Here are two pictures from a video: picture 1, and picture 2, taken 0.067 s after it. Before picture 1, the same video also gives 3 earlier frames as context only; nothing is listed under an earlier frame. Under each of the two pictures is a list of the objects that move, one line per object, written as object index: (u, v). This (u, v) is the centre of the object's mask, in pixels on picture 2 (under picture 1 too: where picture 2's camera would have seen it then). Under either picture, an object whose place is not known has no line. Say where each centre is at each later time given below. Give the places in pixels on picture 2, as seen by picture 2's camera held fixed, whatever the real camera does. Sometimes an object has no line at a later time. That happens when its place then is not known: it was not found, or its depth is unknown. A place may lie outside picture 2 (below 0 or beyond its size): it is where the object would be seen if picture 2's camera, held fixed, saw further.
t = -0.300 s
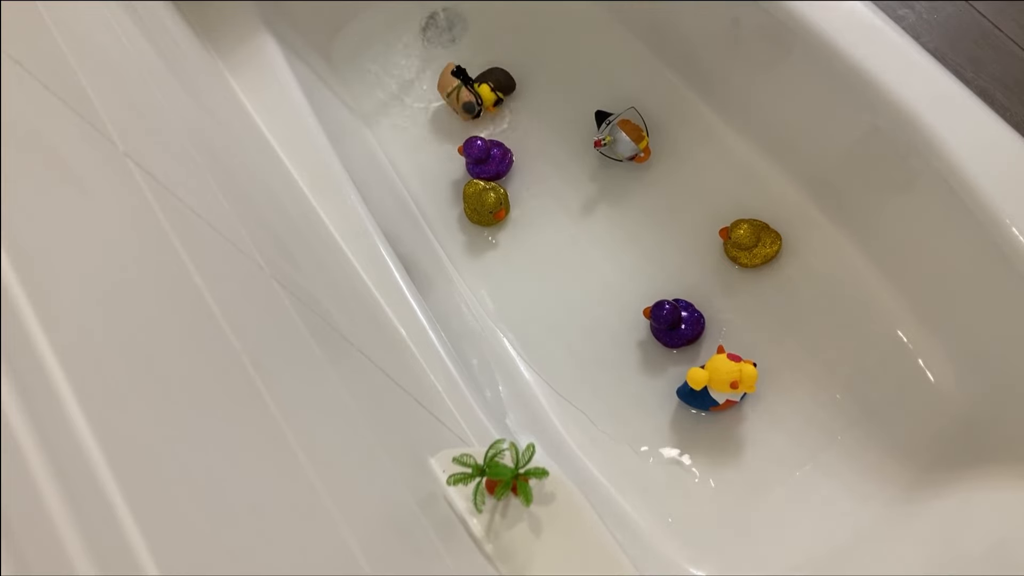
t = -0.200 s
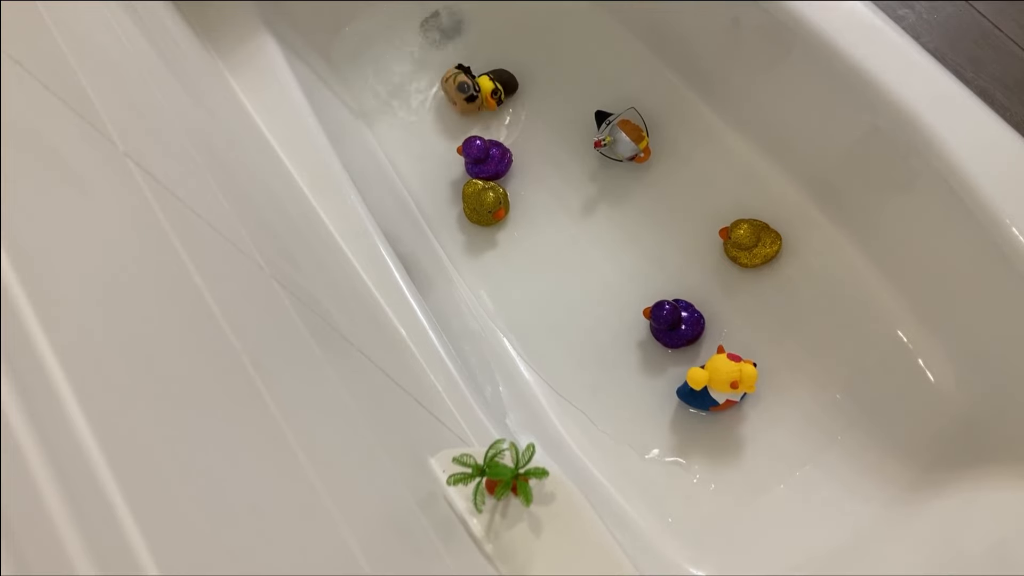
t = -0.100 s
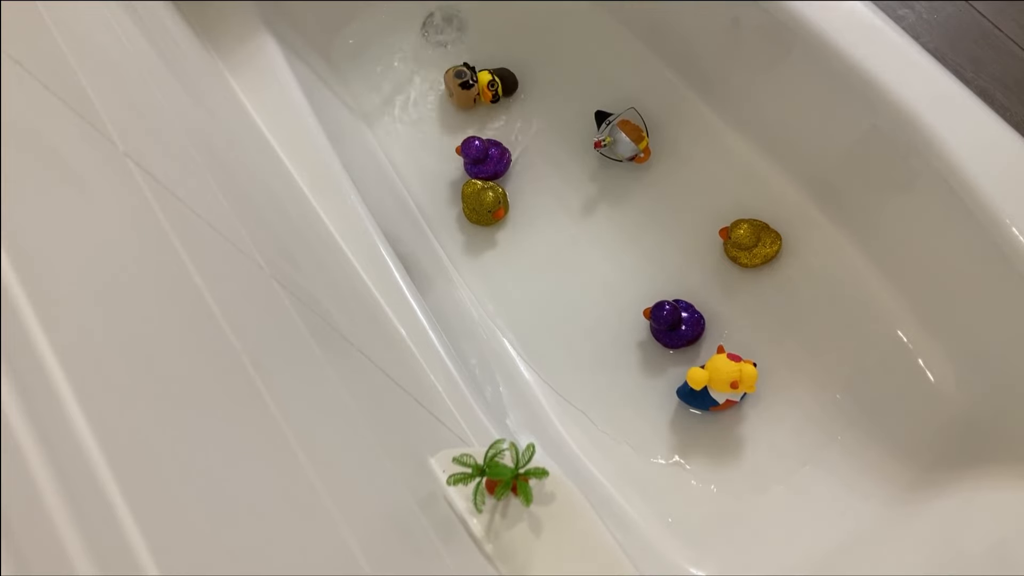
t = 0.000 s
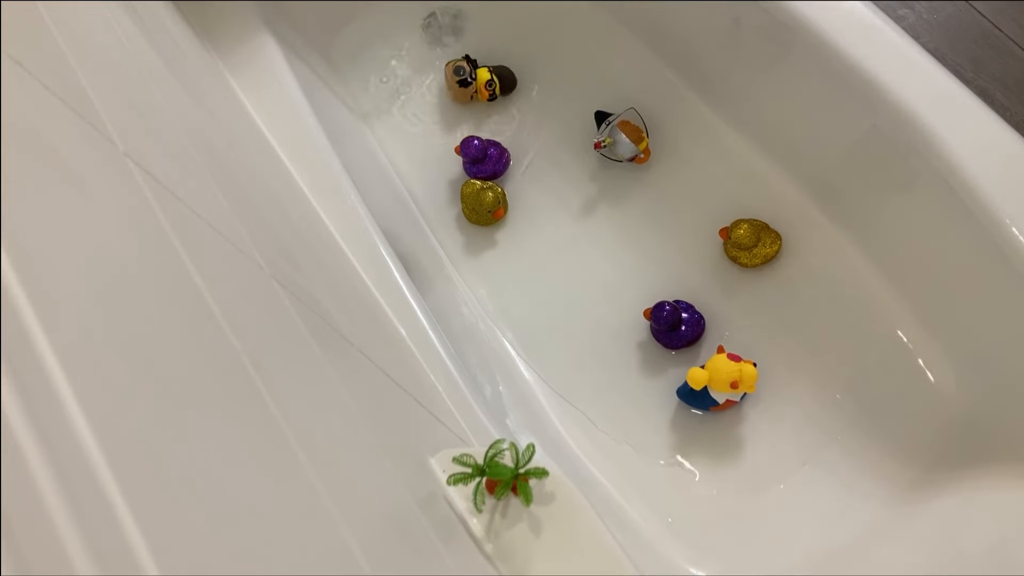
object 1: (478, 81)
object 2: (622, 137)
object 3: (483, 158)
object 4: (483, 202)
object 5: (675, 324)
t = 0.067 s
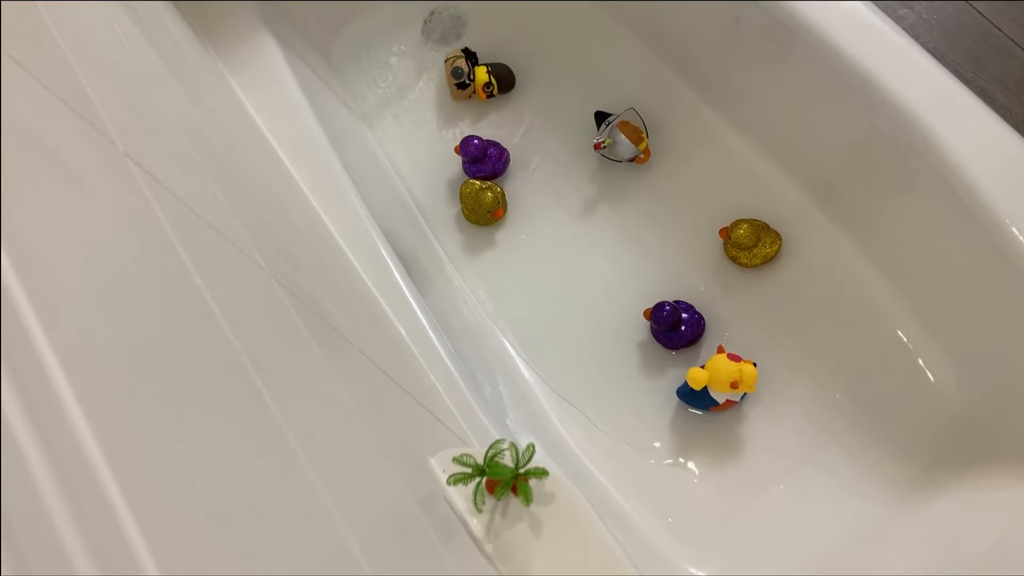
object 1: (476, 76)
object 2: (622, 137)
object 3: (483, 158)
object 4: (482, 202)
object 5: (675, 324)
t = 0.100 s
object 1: (476, 74)
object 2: (622, 137)
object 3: (482, 158)
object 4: (482, 202)
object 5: (675, 324)
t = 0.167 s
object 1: (474, 70)
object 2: (621, 137)
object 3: (482, 158)
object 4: (482, 202)
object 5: (675, 324)
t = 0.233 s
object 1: (473, 68)
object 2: (621, 137)
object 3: (481, 158)
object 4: (481, 202)
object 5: (675, 324)
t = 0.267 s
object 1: (474, 68)
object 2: (620, 138)
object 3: (481, 158)
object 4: (481, 202)
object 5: (675, 324)
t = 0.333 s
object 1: (475, 67)
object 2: (620, 138)
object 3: (481, 158)
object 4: (480, 202)
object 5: (675, 324)
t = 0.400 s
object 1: (475, 66)
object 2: (619, 139)
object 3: (480, 158)
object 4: (480, 202)
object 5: (675, 325)
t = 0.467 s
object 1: (476, 64)
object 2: (618, 140)
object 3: (480, 158)
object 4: (480, 202)
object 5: (674, 325)
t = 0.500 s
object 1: (476, 63)
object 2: (617, 141)
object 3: (480, 158)
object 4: (480, 202)
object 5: (675, 325)
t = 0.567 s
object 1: (475, 61)
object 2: (615, 144)
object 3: (479, 158)
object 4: (480, 202)
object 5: (675, 325)
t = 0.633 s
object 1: (475, 59)
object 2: (612, 148)
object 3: (479, 158)
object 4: (479, 202)
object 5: (675, 326)
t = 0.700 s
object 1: (476, 58)
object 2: (608, 155)
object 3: (478, 158)
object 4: (479, 202)
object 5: (675, 326)
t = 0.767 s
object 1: (477, 58)
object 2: (605, 162)
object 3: (477, 159)
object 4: (478, 202)
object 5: (674, 326)
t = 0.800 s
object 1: (478, 58)
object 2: (604, 164)
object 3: (476, 159)
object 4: (477, 202)
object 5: (674, 326)
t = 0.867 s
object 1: (479, 57)
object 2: (603, 168)
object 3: (475, 159)
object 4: (477, 203)
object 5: (674, 326)
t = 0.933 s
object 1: (479, 55)
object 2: (603, 169)
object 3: (475, 160)
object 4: (476, 203)
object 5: (674, 326)
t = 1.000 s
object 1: (480, 54)
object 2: (604, 168)
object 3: (474, 160)
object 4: (475, 204)
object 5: (674, 326)
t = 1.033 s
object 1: (480, 52)
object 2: (605, 168)
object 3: (474, 160)
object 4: (475, 204)
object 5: (674, 326)
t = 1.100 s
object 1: (481, 51)
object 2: (605, 167)
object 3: (473, 160)
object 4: (474, 204)
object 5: (674, 327)
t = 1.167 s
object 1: (482, 50)
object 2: (604, 167)
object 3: (473, 160)
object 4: (474, 205)
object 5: (674, 327)
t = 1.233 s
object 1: (482, 49)
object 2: (604, 166)
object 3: (472, 160)
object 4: (474, 205)
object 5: (674, 328)
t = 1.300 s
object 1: (483, 48)
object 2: (604, 167)
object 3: (472, 160)
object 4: (475, 205)
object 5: (675, 329)
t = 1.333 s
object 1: (483, 48)
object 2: (604, 167)
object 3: (472, 160)
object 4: (475, 204)
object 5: (675, 329)
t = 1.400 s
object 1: (484, 46)
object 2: (604, 166)
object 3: (471, 159)
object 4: (476, 204)
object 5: (675, 330)
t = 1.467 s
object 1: (484, 45)
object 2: (604, 166)
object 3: (469, 160)
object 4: (476, 203)
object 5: (675, 330)
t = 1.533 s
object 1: (484, 44)
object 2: (604, 166)
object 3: (468, 160)
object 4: (475, 203)
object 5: (675, 330)
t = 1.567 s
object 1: (484, 44)
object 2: (604, 167)
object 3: (468, 160)
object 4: (475, 203)
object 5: (675, 330)
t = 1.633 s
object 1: (485, 43)
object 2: (604, 166)
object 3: (467, 159)
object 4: (474, 203)
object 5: (674, 330)
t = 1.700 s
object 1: (485, 42)
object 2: (604, 167)
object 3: (466, 159)
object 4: (472, 203)
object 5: (675, 330)
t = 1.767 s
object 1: (486, 41)
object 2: (604, 167)
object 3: (465, 159)
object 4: (472, 204)
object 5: (675, 330)
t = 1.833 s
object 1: (487, 40)
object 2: (604, 167)
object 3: (464, 159)
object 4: (471, 204)
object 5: (676, 331)
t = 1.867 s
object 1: (487, 39)
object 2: (604, 167)
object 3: (463, 159)
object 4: (471, 204)
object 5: (676, 331)
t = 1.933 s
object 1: (487, 38)
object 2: (604, 166)
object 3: (462, 159)
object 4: (470, 204)
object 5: (676, 332)
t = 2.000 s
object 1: (487, 38)
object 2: (604, 167)
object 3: (461, 158)
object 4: (470, 204)
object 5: (677, 333)
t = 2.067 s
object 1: (487, 37)
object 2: (604, 167)
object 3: (459, 158)
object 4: (469, 204)
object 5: (678, 335)
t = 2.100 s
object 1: (487, 37)
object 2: (604, 167)
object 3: (459, 158)
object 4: (469, 204)
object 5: (678, 335)
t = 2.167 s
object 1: (487, 36)
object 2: (604, 167)
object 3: (458, 158)
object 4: (468, 204)
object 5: (679, 336)
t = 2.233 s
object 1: (488, 35)
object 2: (604, 167)
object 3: (457, 158)
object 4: (466, 204)
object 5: (679, 337)
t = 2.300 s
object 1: (489, 34)
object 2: (604, 167)
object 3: (456, 158)
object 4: (465, 204)
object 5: (680, 338)
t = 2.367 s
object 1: (488, 33)
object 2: (604, 167)
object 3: (454, 158)
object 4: (465, 204)
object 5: (679, 338)
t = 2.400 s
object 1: (488, 33)
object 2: (604, 167)
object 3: (454, 158)
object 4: (464, 204)
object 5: (679, 338)
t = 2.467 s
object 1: (489, 33)
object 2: (605, 167)
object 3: (453, 157)
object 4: (464, 204)
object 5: (679, 338)
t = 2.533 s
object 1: (489, 32)
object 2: (605, 167)
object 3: (452, 157)
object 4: (464, 205)
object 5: (678, 338)
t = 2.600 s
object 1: (488, 31)
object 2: (605, 167)
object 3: (451, 157)
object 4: (464, 205)
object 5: (678, 338)
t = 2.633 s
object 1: (488, 31)
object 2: (605, 167)
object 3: (451, 157)
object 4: (463, 205)
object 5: (678, 339)
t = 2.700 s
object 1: (488, 30)
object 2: (604, 167)
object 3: (450, 156)
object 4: (463, 204)
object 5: (678, 339)
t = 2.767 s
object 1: (488, 30)
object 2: (604, 167)
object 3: (449, 156)
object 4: (462, 204)
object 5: (679, 339)
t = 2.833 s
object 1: (488, 29)
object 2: (603, 167)
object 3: (448, 155)
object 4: (461, 204)
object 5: (679, 340)
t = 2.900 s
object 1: (488, 28)
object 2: (604, 166)
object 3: (447, 155)
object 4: (460, 204)
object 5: (679, 340)
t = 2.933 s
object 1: (488, 27)
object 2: (604, 166)
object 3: (446, 155)
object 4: (460, 204)
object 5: (679, 341)
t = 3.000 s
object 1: (486, 27)
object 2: (604, 166)
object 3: (445, 155)
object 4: (459, 205)
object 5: (679, 341)
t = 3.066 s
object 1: (485, 26)
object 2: (604, 167)
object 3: (444, 155)
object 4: (459, 205)
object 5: (679, 341)
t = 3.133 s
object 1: (483, 25)
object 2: (604, 167)
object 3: (443, 155)
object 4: (458, 204)
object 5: (679, 341)
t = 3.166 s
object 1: (483, 24)
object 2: (604, 167)
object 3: (443, 154)
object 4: (458, 204)
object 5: (679, 341)
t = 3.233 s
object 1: (480, 24)
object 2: (604, 167)
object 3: (442, 154)
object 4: (457, 205)
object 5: (679, 341)
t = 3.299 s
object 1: (478, 24)
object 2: (604, 167)
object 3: (441, 154)
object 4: (457, 204)
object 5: (679, 341)
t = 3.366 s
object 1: (475, 24)
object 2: (604, 167)
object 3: (440, 154)
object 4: (456, 205)
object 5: (679, 342)
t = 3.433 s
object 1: (471, 24)
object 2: (604, 167)
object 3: (439, 153)
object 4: (455, 205)
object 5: (679, 342)
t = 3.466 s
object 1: (471, 25)
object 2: (604, 167)
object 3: (438, 153)
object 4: (454, 205)
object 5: (679, 342)
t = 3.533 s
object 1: (469, 25)
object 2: (604, 167)
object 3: (437, 152)
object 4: (454, 205)
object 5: (679, 342)
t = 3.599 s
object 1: (468, 25)
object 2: (604, 167)
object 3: (436, 152)
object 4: (453, 204)
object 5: (679, 343)
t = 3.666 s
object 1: (469, 25)
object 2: (604, 166)
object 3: (435, 151)
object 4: (452, 204)
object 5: (679, 343)
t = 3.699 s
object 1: (470, 25)
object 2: (603, 166)
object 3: (434, 151)
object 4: (452, 204)
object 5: (679, 343)
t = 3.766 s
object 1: (472, 24)
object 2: (604, 166)
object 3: (433, 150)
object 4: (452, 203)
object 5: (679, 343)
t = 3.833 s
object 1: (473, 22)
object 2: (604, 166)
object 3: (432, 150)
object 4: (451, 203)
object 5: (679, 343)
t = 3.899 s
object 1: (473, 22)
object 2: (604, 167)
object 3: (431, 150)
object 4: (450, 203)
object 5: (680, 344)
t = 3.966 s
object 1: (473, 21)
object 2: (604, 167)
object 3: (430, 150)
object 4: (449, 203)
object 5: (680, 344)
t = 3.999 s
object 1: (473, 20)
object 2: (604, 167)
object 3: (429, 149)
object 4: (448, 203)
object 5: (680, 344)
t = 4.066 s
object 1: (472, 21)
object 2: (604, 167)
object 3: (428, 149)
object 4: (447, 202)
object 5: (680, 344)
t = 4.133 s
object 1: (471, 21)
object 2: (604, 167)
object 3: (427, 149)
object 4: (447, 202)
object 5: (680, 345)
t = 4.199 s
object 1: (470, 20)
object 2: (604, 167)
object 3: (427, 149)
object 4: (445, 202)
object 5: (680, 345)
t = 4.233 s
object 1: (468, 19)
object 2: (604, 167)
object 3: (426, 149)
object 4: (445, 202)
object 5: (680, 345)
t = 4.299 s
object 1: (468, 21)
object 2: (604, 167)
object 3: (425, 149)
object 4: (444, 202)
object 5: (679, 345)
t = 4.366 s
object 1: (467, 20)
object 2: (604, 167)
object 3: (424, 149)
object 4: (443, 202)
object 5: (679, 346)
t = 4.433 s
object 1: (467, 21)
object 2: (604, 167)
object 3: (423, 149)
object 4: (443, 203)
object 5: (679, 346)
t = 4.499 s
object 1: (466, 21)
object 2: (604, 167)
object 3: (422, 148)
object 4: (442, 203)
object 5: (679, 346)
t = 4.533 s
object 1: (465, 21)
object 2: (604, 167)
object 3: (422, 148)
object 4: (442, 203)
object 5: (679, 346)
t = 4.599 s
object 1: (463, 22)
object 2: (603, 166)
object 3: (421, 147)
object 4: (441, 203)
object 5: (679, 346)
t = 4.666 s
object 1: (462, 22)
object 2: (603, 167)
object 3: (421, 147)
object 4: (441, 202)
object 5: (678, 346)
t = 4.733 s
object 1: (461, 22)
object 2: (604, 166)
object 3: (419, 146)
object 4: (440, 201)
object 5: (678, 346)
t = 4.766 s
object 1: (461, 23)
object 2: (604, 166)
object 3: (419, 145)
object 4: (440, 201)
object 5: (678, 346)
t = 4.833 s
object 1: (460, 23)
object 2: (604, 167)
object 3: (417, 145)
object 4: (439, 200)
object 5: (678, 347)
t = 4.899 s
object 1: (459, 24)
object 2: (604, 167)
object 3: (416, 144)
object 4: (438, 200)
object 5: (678, 347)
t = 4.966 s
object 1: (460, 27)
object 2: (604, 167)
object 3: (415, 143)
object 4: (437, 199)
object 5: (678, 347)
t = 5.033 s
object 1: (460, 30)
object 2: (604, 167)
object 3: (414, 143)
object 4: (436, 198)
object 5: (677, 347)
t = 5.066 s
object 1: (460, 31)
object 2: (604, 166)
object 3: (414, 143)
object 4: (435, 198)
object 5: (677, 347)
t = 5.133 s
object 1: (462, 34)
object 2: (604, 167)
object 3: (413, 143)
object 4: (434, 197)
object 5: (677, 347)
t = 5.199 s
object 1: (465, 36)
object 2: (603, 167)
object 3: (412, 142)
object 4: (433, 196)
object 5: (677, 347)
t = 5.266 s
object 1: (467, 39)
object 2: (604, 167)
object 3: (411, 142)
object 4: (432, 196)
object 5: (677, 347)
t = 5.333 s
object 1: (470, 39)
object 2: (604, 167)
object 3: (409, 141)
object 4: (432, 195)
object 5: (677, 347)
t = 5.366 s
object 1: (471, 39)
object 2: (604, 167)
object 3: (408, 141)
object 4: (432, 195)
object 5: (677, 347)
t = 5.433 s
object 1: (475, 39)
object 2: (604, 167)
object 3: (408, 142)
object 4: (432, 195)
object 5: (677, 347)
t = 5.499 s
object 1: (477, 39)
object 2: (604, 167)
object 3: (407, 141)
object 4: (432, 195)
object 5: (677, 347)
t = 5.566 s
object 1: (479, 38)
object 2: (603, 167)
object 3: (407, 140)
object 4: (432, 194)
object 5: (677, 347)
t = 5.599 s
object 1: (478, 38)
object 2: (603, 167)
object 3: (406, 140)
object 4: (432, 194)
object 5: (677, 347)
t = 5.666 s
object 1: (478, 39)
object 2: (604, 167)
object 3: (405, 140)
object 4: (432, 194)
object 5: (677, 347)
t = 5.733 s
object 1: (477, 39)
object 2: (604, 167)
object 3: (404, 140)
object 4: (432, 193)
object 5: (677, 347)
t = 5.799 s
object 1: (476, 40)
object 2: (603, 167)
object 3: (403, 140)
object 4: (432, 193)
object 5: (677, 347)
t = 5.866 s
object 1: (475, 41)
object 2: (603, 166)
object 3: (402, 140)
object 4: (432, 192)
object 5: (677, 347)
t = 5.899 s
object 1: (474, 41)
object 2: (603, 166)
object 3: (401, 139)
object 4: (432, 192)
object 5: (677, 347)
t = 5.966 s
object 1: (473, 42)
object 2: (603, 166)
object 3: (400, 139)
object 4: (432, 192)
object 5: (677, 347)
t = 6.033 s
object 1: (473, 43)
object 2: (604, 167)
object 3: (399, 138)
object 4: (432, 191)
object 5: (677, 347)
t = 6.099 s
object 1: (473, 43)
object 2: (604, 167)
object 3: (398, 138)
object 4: (432, 191)
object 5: (677, 347)
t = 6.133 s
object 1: (473, 43)
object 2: (604, 167)
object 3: (398, 137)
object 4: (432, 190)
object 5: (677, 347)
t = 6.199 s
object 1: (473, 44)
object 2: (604, 167)
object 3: (397, 137)
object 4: (432, 190)
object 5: (677, 348)
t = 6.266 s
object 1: (472, 43)
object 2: (604, 167)
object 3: (397, 136)
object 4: (431, 189)
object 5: (677, 348)
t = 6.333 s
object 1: (472, 43)
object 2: (604, 167)
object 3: (396, 136)
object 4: (431, 189)
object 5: (677, 348)
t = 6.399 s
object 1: (472, 44)
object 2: (604, 167)
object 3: (396, 135)
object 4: (430, 189)
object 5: (676, 348)
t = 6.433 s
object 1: (472, 44)
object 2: (604, 167)
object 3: (396, 135)
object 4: (430, 188)
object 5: (676, 348)
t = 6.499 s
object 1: (472, 45)
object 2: (603, 167)
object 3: (396, 134)
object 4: (430, 188)
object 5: (676, 348)
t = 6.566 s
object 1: (473, 45)
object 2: (603, 167)
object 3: (396, 133)
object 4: (430, 188)
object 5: (676, 348)
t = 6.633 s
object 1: (473, 45)
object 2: (603, 166)
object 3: (396, 133)
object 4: (430, 187)
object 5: (676, 348)
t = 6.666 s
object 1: (473, 45)
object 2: (603, 167)
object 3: (395, 132)
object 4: (430, 187)
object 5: (676, 348)
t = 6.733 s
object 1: (473, 46)
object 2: (603, 166)
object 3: (395, 132)
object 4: (430, 187)
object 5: (676, 349)
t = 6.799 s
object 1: (473, 46)
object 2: (603, 166)
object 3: (394, 131)
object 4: (430, 186)
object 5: (675, 349)
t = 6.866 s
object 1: (473, 46)
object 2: (603, 167)
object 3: (394, 130)
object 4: (430, 186)
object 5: (675, 349)
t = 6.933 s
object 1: (473, 46)
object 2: (603, 167)
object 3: (393, 129)
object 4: (430, 186)
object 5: (675, 349)
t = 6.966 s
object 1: (473, 45)
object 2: (603, 166)
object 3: (392, 128)
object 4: (430, 186)
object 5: (675, 349)
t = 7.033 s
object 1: (473, 45)
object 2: (603, 167)
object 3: (392, 128)
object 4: (430, 185)
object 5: (675, 349)
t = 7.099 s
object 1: (472, 46)
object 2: (603, 166)
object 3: (391, 127)
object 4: (430, 185)
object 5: (675, 349)
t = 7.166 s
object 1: (472, 46)
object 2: (603, 166)
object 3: (391, 126)
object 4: (430, 185)
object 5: (675, 349)
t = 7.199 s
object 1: (472, 45)
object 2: (603, 166)
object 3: (391, 125)
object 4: (430, 184)
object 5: (675, 349)
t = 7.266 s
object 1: (471, 46)
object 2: (603, 166)
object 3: (390, 124)
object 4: (430, 184)
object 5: (675, 349)
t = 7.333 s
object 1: (471, 46)
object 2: (603, 166)
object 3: (389, 123)
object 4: (430, 183)
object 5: (675, 349)
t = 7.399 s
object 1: (471, 46)
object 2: (603, 166)
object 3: (389, 122)
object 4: (429, 183)
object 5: (675, 349)
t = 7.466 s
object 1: (471, 47)
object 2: (603, 166)
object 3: (389, 120)
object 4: (429, 183)
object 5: (675, 349)
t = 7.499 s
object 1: (471, 47)
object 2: (603, 167)
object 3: (388, 119)
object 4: (429, 183)
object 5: (675, 349)
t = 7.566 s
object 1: (471, 47)
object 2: (603, 166)
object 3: (387, 118)
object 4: (429, 182)
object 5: (675, 349)
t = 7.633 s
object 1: (470, 48)
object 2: (603, 166)
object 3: (387, 116)
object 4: (429, 182)
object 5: (675, 349)
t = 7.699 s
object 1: (470, 48)
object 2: (603, 167)
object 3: (386, 115)
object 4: (429, 182)
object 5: (675, 349)
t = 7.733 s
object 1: (471, 49)
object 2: (603, 167)
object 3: (386, 114)
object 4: (428, 182)
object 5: (675, 349)
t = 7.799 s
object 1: (471, 49)
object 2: (603, 166)
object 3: (385, 113)
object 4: (428, 182)
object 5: (675, 349)
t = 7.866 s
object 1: (471, 49)
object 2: (603, 166)
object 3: (385, 111)
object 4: (428, 181)
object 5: (675, 349)
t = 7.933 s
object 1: (470, 50)
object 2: (603, 167)
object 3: (384, 109)
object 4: (428, 181)
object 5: (675, 349)
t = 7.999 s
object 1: (469, 51)
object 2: (603, 167)
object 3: (384, 107)
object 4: (427, 181)
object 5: (675, 349)
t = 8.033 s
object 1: (469, 51)
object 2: (603, 167)
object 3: (383, 106)
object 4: (427, 181)
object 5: (676, 349)
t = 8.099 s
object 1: (469, 51)
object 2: (603, 167)
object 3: (382, 105)
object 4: (427, 181)
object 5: (675, 349)
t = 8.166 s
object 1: (468, 51)
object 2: (603, 166)
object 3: (382, 103)
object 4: (427, 181)
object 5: (675, 349)
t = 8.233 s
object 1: (467, 52)
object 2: (603, 167)
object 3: (381, 101)
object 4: (427, 181)
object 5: (675, 349)
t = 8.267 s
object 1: (467, 52)
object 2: (603, 166)
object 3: (381, 100)
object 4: (428, 181)
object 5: (675, 349)
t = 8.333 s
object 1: (467, 53)
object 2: (604, 166)
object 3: (380, 98)
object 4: (427, 181)
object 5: (675, 349)
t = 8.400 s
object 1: (466, 53)
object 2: (603, 167)
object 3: (380, 96)
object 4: (427, 181)
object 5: (675, 349)
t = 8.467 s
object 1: (466, 53)
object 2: (603, 167)
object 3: (379, 94)
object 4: (427, 181)
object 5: (675, 349)
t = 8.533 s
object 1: (466, 53)
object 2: (603, 167)
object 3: (379, 93)
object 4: (427, 181)
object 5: (675, 349)
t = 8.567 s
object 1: (466, 53)
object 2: (603, 167)
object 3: (378, 92)
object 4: (427, 181)
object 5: (675, 349)
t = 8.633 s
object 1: (465, 54)
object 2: (603, 167)
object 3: (378, 90)
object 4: (427, 181)
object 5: (675, 349)
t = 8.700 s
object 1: (465, 55)
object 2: (602, 166)
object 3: (378, 88)
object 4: (427, 181)
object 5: (675, 349)
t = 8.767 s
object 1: (464, 55)
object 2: (602, 166)
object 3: (378, 86)
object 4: (427, 181)
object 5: (675, 349)
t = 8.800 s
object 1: (464, 54)
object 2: (602, 166)
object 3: (378, 85)
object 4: (428, 181)
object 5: (675, 349)
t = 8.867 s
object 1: (463, 54)
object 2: (602, 166)
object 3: (378, 83)
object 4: (428, 181)
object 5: (675, 349)
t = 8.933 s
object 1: (462, 53)
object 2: (602, 167)
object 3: (378, 82)
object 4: (428, 181)
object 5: (675, 349)
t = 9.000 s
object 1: (461, 53)
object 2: (603, 167)
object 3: (378, 81)
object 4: (429, 181)
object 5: (675, 349)
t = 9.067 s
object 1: (461, 53)
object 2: (603, 167)
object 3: (378, 79)
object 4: (430, 181)
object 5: (675, 349)
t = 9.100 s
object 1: (460, 52)
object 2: (602, 167)
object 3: (378, 78)
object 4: (430, 181)
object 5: (675, 349)
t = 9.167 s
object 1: (460, 52)
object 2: (603, 167)
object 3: (378, 77)
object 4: (430, 181)
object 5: (675, 349)
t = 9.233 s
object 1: (460, 52)
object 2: (603, 167)
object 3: (379, 76)
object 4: (431, 181)
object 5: (675, 349)
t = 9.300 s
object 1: (459, 53)
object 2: (602, 167)
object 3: (379, 75)
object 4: (432, 181)
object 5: (675, 349)
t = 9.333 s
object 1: (459, 53)
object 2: (602, 167)
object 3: (379, 74)
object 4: (432, 181)
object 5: (675, 349)
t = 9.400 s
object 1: (458, 54)
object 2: (602, 167)
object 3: (380, 73)
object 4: (433, 182)
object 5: (675, 349)
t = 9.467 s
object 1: (457, 55)
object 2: (602, 167)
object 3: (380, 73)
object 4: (433, 182)
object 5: (675, 349)
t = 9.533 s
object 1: (457, 55)
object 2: (602, 167)
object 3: (381, 72)
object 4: (434, 182)
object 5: (675, 349)
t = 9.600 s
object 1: (457, 56)
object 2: (602, 167)
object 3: (381, 71)
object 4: (435, 182)
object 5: (675, 349)
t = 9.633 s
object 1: (457, 56)
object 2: (602, 167)
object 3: (381, 71)
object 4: (435, 182)
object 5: (675, 349)
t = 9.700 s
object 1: (457, 57)
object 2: (602, 167)
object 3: (381, 70)
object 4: (436, 182)
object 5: (675, 349)
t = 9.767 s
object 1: (458, 57)
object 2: (602, 167)
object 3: (381, 70)
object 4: (437, 182)
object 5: (675, 349)
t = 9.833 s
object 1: (458, 57)
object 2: (602, 167)
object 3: (381, 70)
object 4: (438, 182)
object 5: (675, 349)
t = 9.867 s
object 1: (458, 57)
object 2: (602, 167)
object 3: (381, 70)
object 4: (438, 182)
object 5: (675, 349)
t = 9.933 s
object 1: (457, 57)
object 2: (602, 167)
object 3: (381, 69)
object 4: (439, 182)
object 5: (675, 349)
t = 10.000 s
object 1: (458, 56)
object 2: (602, 167)
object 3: (381, 69)
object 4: (440, 182)
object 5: (675, 349)
